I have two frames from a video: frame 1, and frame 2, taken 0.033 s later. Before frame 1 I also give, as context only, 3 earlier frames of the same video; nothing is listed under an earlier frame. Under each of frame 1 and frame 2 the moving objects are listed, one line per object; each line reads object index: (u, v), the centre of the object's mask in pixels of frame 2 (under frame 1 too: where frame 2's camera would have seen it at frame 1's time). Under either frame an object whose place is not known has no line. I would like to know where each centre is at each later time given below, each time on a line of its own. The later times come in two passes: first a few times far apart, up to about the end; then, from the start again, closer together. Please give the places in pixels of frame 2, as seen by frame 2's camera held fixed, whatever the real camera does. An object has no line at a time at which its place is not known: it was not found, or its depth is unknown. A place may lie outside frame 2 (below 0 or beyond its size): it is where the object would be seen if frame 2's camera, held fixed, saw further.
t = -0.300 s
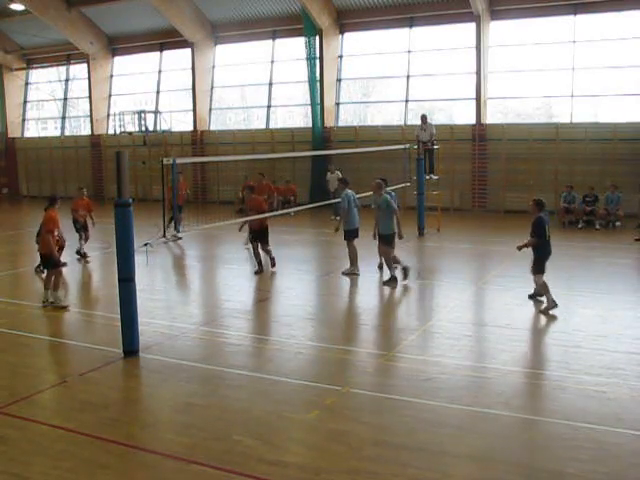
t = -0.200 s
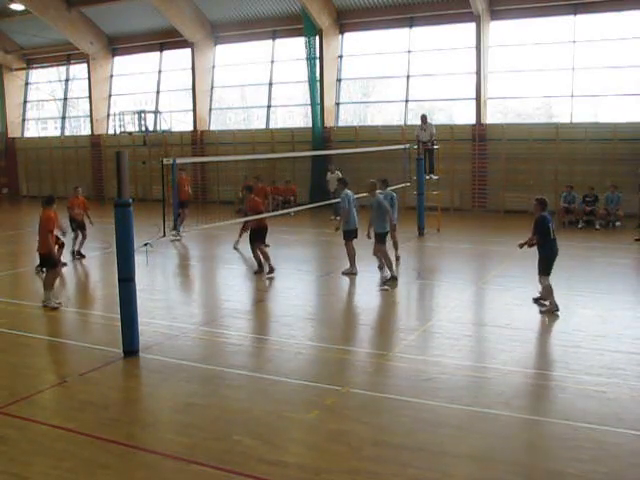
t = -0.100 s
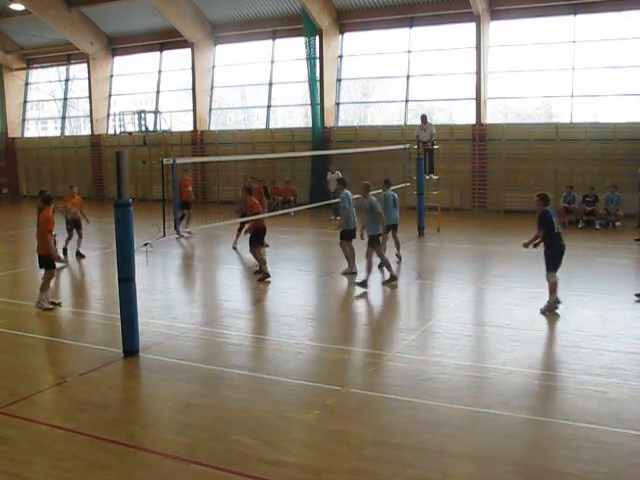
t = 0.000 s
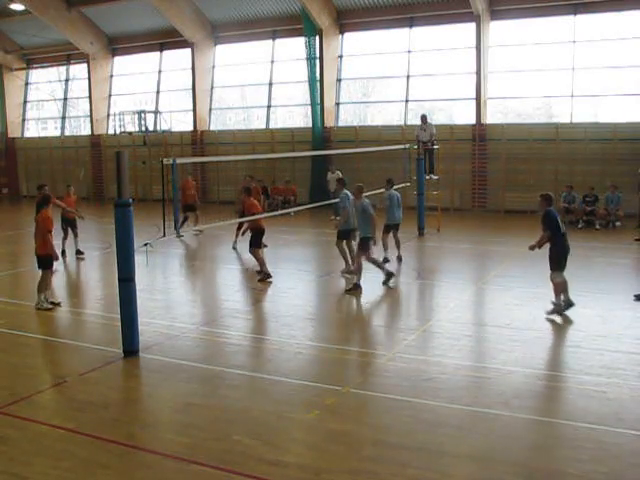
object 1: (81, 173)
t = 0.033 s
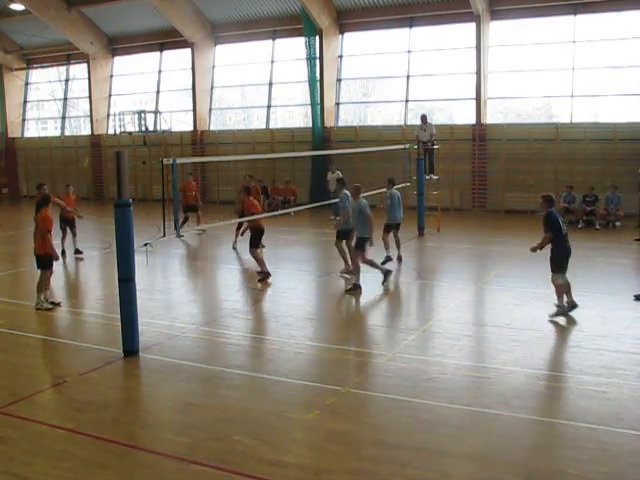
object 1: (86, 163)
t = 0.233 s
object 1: (109, 109)
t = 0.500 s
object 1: (147, 66)
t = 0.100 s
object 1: (94, 142)
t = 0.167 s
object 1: (101, 125)
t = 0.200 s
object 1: (104, 117)
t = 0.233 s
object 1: (109, 109)
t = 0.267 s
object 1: (114, 102)
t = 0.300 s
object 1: (119, 95)
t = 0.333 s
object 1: (124, 89)
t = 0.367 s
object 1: (128, 84)
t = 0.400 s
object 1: (133, 77)
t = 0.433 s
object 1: (137, 73)
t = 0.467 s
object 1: (142, 70)
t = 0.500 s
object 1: (147, 66)
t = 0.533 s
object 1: (151, 62)
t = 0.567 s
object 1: (157, 58)
